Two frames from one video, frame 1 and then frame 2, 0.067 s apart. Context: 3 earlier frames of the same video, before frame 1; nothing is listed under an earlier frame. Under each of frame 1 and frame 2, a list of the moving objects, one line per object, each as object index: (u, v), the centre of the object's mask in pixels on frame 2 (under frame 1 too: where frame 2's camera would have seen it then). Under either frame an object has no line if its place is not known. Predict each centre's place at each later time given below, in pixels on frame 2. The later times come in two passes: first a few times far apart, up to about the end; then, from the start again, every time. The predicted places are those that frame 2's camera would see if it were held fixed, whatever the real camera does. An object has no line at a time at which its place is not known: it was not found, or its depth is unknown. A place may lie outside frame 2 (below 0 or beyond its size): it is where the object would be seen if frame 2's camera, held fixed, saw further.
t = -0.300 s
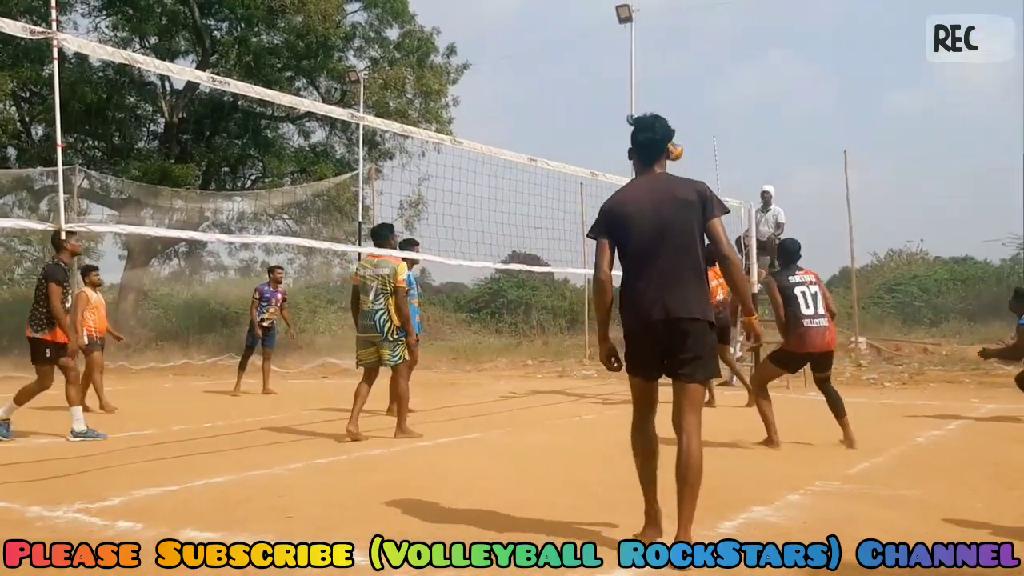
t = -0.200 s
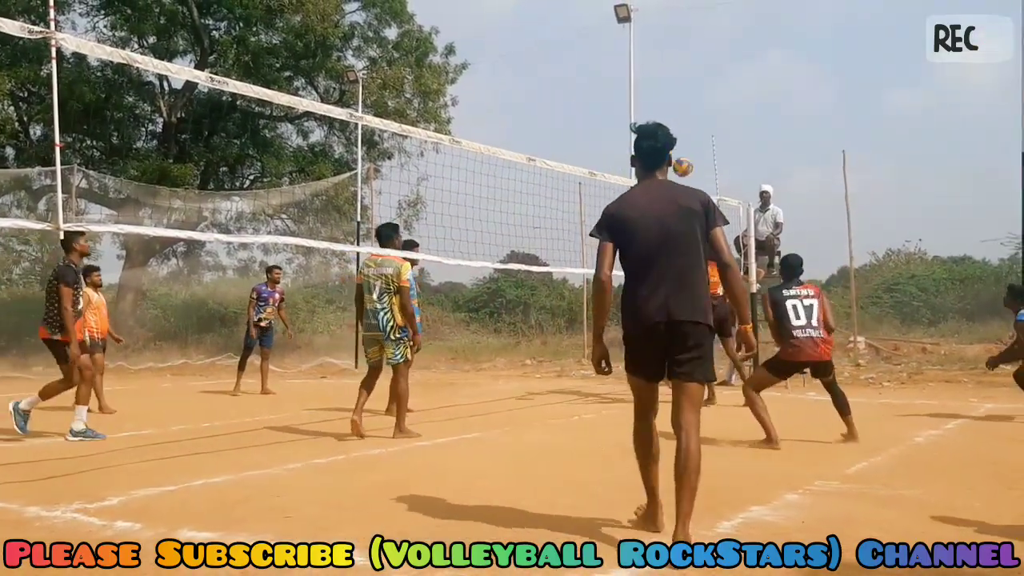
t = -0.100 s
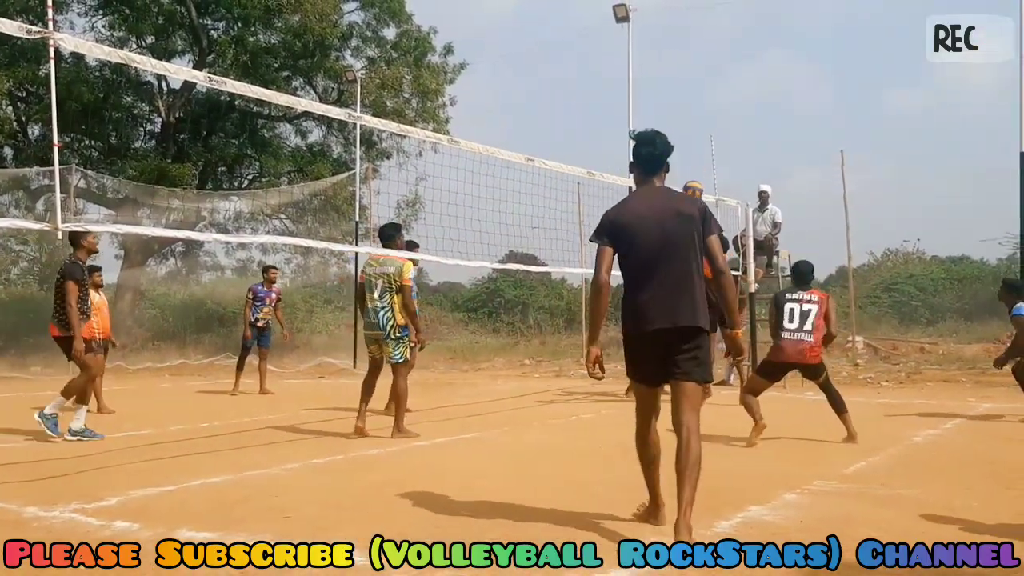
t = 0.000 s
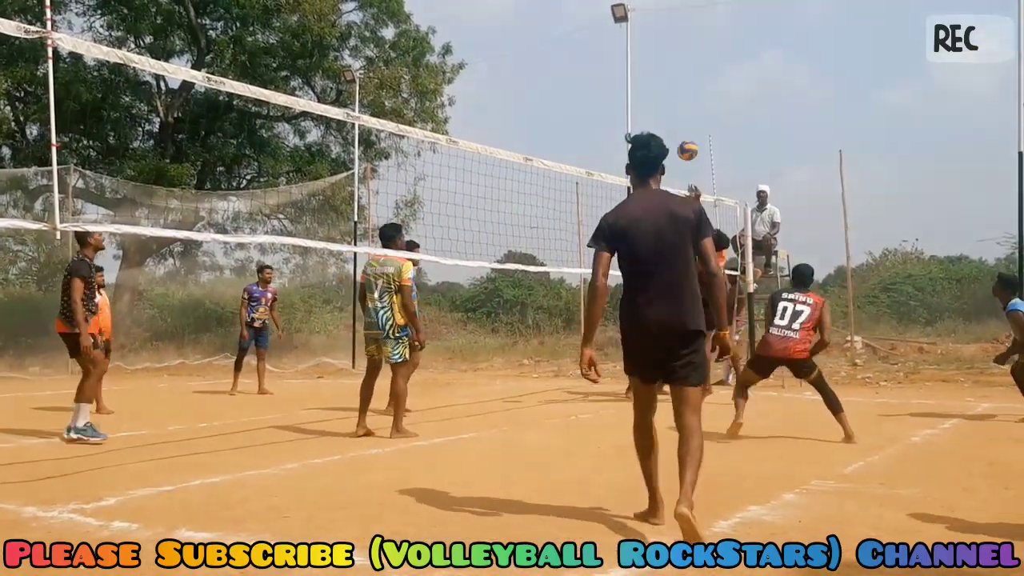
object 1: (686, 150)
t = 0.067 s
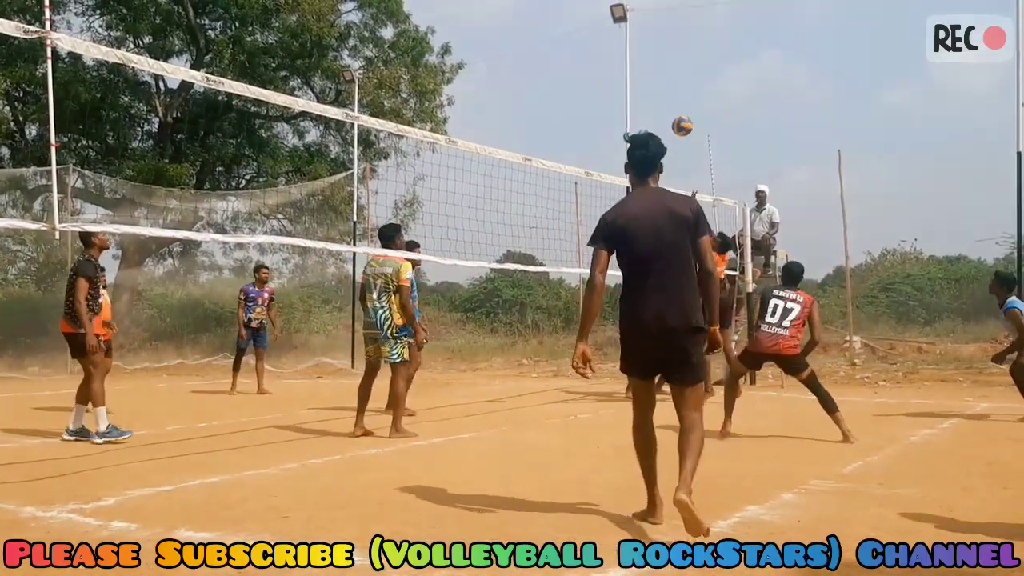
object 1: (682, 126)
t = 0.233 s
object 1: (672, 81)
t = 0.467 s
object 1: (659, 61)
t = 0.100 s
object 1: (680, 115)
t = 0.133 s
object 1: (678, 105)
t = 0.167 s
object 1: (677, 96)
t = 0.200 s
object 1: (674, 88)
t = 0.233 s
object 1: (672, 81)
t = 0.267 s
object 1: (670, 75)
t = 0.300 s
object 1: (668, 70)
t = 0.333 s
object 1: (666, 66)
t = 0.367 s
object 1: (664, 63)
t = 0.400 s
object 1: (663, 61)
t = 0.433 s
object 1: (661, 61)
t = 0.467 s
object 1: (659, 61)
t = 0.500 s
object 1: (657, 62)
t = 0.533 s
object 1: (655, 65)
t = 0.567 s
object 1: (653, 69)
